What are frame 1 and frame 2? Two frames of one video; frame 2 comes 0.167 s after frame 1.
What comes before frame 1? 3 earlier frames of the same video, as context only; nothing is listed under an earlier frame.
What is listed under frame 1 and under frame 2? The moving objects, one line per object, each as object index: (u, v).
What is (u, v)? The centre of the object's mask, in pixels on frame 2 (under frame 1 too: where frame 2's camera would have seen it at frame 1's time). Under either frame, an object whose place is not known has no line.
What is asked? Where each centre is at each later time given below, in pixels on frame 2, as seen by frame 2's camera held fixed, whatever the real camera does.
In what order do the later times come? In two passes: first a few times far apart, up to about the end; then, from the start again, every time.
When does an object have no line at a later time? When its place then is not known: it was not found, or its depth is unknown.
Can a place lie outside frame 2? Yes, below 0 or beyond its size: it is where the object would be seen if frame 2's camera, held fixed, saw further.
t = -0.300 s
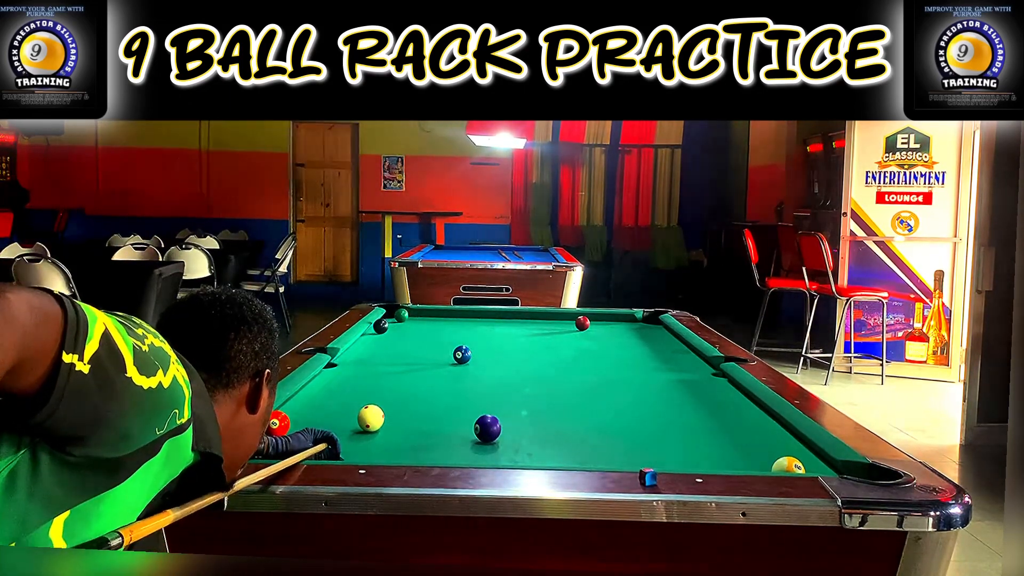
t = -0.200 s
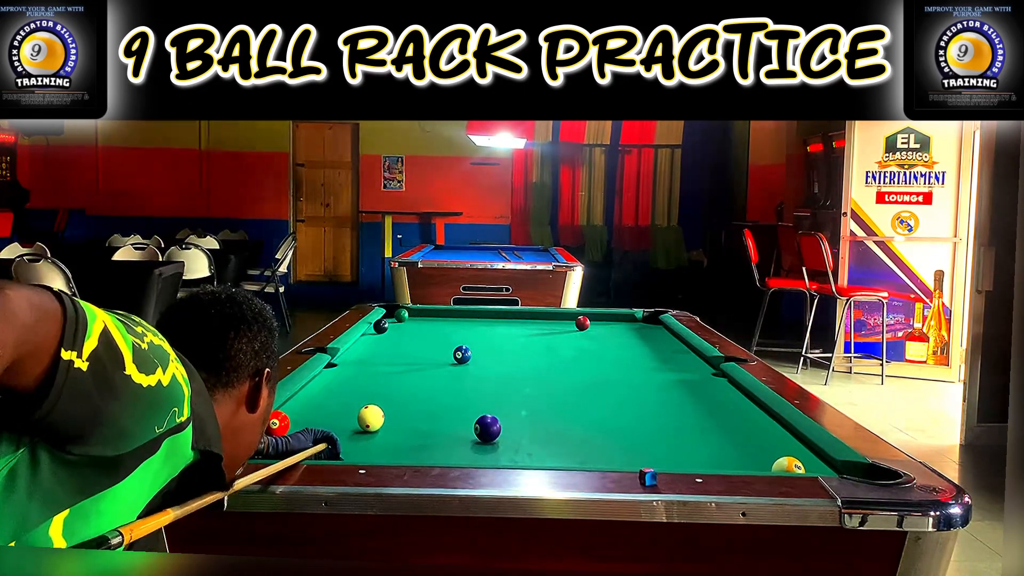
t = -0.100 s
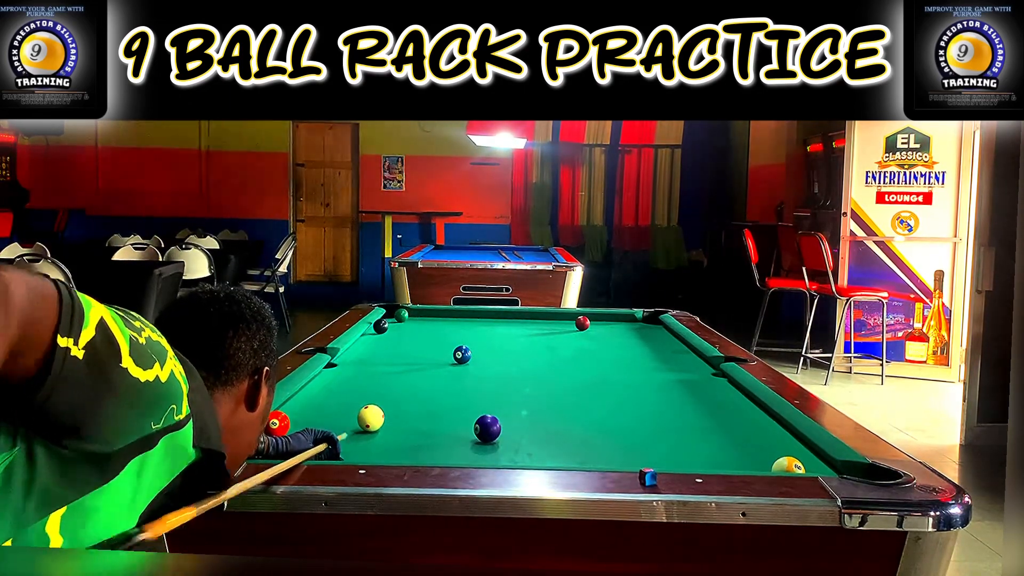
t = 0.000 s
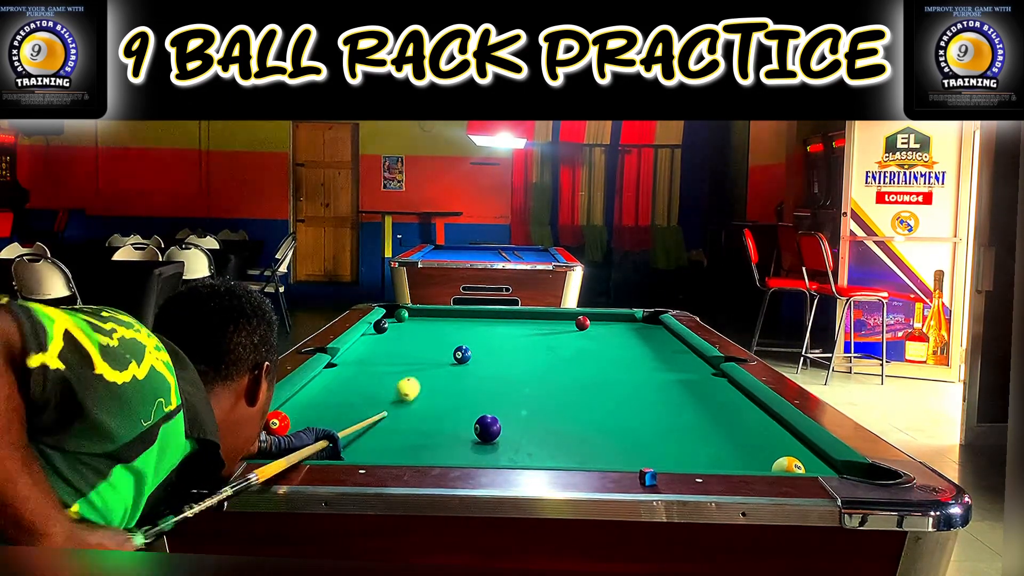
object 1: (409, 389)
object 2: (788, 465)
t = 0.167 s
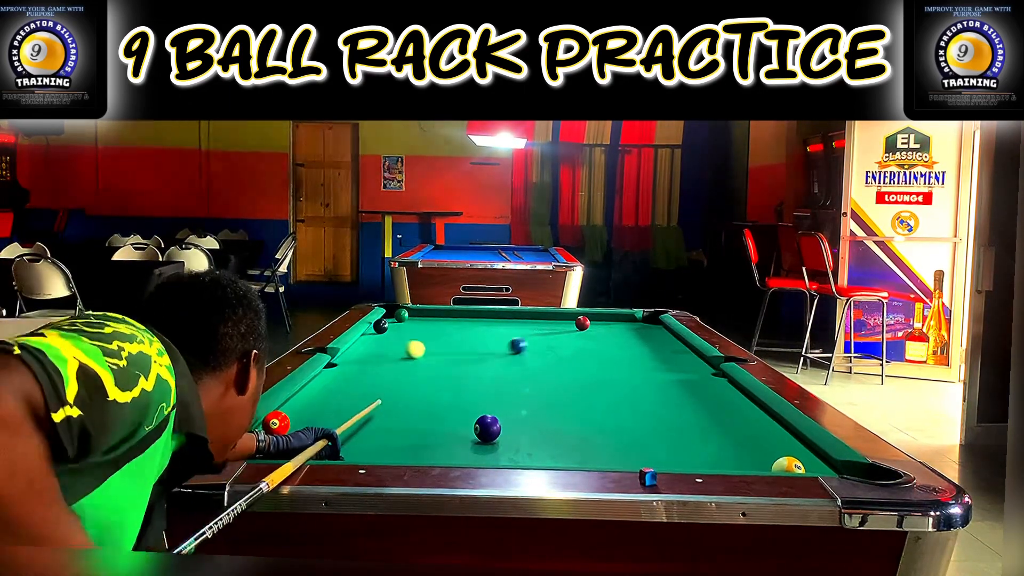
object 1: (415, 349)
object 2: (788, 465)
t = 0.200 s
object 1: (400, 346)
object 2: (788, 465)
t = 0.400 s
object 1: (390, 338)
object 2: (788, 465)
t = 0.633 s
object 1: (440, 336)
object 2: (788, 465)
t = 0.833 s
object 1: (479, 334)
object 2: (788, 465)
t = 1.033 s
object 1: (516, 332)
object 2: (788, 465)
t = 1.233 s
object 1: (551, 331)
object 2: (788, 465)
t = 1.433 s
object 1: (584, 329)
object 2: (788, 465)
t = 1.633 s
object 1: (614, 328)
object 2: (788, 465)
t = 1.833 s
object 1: (644, 326)
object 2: (788, 465)
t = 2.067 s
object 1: (651, 325)
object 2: (788, 465)
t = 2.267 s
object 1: (637, 324)
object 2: (788, 465)
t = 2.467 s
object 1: (624, 324)
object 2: (788, 465)
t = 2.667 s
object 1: (613, 323)
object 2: (788, 465)
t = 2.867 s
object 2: (788, 465)
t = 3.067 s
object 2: (788, 465)
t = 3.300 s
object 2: (788, 465)
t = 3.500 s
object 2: (788, 465)
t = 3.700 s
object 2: (784, 464)
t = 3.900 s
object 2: (778, 461)
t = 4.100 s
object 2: (772, 459)
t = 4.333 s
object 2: (767, 456)
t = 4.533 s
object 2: (762, 451)
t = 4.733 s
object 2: (758, 449)
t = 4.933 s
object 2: (755, 447)
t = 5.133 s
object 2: (751, 445)
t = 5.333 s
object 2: (749, 444)
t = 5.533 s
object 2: (749, 443)
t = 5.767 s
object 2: (749, 442)
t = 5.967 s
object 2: (749, 442)
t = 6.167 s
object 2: (749, 442)
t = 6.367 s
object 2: (749, 442)
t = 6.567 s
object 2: (749, 442)
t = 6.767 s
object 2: (749, 442)
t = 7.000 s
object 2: (749, 442)
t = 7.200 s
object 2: (749, 442)
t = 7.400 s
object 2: (749, 442)
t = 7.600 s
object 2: (749, 442)
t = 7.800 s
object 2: (749, 442)
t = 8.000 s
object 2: (749, 442)
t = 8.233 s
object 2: (749, 442)
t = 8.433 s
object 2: (749, 442)
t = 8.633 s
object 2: (749, 442)
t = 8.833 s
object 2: (749, 442)
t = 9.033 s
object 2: (749, 442)
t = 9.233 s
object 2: (749, 442)
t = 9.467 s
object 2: (749, 442)
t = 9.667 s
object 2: (749, 442)
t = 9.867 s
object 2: (749, 442)
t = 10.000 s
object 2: (749, 442)
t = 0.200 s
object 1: (400, 346)
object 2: (788, 465)
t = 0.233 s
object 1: (386, 344)
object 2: (788, 465)
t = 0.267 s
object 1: (372, 341)
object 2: (788, 465)
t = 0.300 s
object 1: (366, 340)
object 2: (788, 465)
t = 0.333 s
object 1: (375, 339)
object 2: (788, 465)
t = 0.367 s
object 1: (383, 338)
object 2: (788, 465)
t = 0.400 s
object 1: (390, 338)
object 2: (788, 465)
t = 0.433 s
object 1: (398, 338)
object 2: (788, 465)
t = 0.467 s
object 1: (405, 338)
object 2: (788, 465)
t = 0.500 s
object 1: (412, 337)
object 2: (788, 465)
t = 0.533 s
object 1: (419, 337)
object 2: (788, 465)
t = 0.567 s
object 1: (426, 337)
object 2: (788, 465)
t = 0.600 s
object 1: (433, 336)
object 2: (788, 465)
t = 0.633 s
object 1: (440, 336)
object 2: (788, 465)
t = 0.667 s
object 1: (447, 335)
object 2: (788, 465)
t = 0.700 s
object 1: (454, 335)
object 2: (788, 465)
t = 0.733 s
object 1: (460, 335)
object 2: (788, 465)
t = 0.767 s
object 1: (467, 334)
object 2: (788, 465)
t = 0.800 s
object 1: (473, 334)
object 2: (788, 465)
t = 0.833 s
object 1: (479, 334)
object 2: (788, 465)
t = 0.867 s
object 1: (486, 334)
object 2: (788, 465)
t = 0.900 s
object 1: (492, 333)
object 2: (788, 465)
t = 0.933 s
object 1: (498, 333)
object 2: (788, 465)
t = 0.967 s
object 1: (504, 333)
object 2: (788, 465)
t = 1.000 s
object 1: (510, 333)
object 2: (788, 465)
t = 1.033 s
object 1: (516, 332)
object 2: (788, 465)
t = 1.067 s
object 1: (522, 332)
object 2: (788, 465)
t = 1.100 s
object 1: (528, 332)
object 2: (788, 465)
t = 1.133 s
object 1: (534, 332)
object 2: (788, 465)
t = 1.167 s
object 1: (540, 331)
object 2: (788, 465)
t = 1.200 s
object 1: (545, 331)
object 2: (788, 465)
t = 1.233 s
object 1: (551, 331)
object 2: (788, 465)
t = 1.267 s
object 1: (557, 331)
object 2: (788, 465)
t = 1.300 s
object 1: (562, 330)
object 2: (788, 465)
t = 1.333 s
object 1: (568, 330)
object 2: (788, 465)
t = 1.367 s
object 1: (573, 330)
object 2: (788, 465)
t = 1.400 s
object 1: (578, 330)
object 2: (788, 465)
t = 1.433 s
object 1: (584, 329)
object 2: (788, 465)
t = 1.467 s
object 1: (589, 329)
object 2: (788, 465)
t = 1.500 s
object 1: (594, 329)
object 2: (788, 465)
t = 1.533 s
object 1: (599, 329)
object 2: (788, 465)
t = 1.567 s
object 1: (604, 328)
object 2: (788, 465)
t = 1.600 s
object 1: (609, 328)
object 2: (788, 465)
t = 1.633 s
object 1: (614, 328)
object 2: (788, 465)
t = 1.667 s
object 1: (619, 328)
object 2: (788, 465)
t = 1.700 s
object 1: (624, 327)
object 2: (788, 465)
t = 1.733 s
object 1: (629, 327)
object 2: (788, 465)
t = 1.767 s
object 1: (634, 327)
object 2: (788, 465)
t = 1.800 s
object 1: (639, 327)
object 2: (788, 465)
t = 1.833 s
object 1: (644, 326)
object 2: (788, 465)
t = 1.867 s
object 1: (648, 326)
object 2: (788, 465)
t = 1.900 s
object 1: (652, 326)
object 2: (788, 465)
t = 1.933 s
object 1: (657, 326)
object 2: (788, 465)
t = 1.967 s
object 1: (658, 326)
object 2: (788, 465)
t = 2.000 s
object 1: (656, 325)
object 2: (788, 465)
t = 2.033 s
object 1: (653, 325)
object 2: (788, 465)
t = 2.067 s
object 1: (651, 325)
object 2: (788, 465)
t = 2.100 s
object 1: (648, 325)
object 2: (788, 465)
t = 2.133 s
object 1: (646, 325)
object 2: (788, 465)
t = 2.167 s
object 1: (644, 325)
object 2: (788, 465)
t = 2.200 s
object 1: (641, 325)
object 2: (788, 465)
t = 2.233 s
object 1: (639, 324)
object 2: (788, 465)
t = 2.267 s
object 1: (637, 324)
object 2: (788, 465)
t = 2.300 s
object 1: (635, 324)
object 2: (788, 465)
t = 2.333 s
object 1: (633, 324)
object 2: (788, 465)
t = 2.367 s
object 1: (631, 324)
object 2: (788, 465)
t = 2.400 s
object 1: (628, 324)
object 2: (788, 465)
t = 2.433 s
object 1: (626, 324)
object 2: (788, 465)
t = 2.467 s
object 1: (624, 324)
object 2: (788, 465)
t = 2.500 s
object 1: (622, 324)
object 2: (788, 465)
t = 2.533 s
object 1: (620, 323)
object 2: (788, 465)
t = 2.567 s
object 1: (618, 323)
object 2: (788, 465)
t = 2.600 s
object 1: (616, 323)
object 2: (788, 465)
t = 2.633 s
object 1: (615, 323)
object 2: (788, 465)
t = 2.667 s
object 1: (613, 323)
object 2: (788, 465)
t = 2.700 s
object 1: (611, 323)
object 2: (788, 465)
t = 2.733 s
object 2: (788, 465)
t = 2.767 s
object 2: (788, 465)
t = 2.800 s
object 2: (788, 465)
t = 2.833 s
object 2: (788, 465)
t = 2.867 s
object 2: (788, 465)
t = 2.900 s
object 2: (788, 465)
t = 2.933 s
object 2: (788, 465)
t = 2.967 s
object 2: (788, 465)
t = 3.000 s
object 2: (788, 465)
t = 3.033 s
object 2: (788, 465)
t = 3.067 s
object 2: (788, 465)
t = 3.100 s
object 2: (788, 465)
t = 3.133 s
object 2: (788, 465)
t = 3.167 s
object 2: (788, 465)
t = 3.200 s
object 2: (788, 465)
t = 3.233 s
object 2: (788, 465)
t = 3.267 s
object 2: (788, 465)
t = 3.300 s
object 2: (788, 465)
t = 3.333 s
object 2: (788, 465)
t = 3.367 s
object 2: (788, 465)
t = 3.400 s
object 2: (788, 465)
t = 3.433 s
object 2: (789, 465)
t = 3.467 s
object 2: (788, 465)
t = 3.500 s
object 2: (788, 465)
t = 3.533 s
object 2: (789, 467)
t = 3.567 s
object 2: (788, 466)
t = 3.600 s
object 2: (787, 466)
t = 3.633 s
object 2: (786, 465)
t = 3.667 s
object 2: (785, 465)
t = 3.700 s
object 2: (784, 464)
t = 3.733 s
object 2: (783, 463)
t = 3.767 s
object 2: (781, 463)
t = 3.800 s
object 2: (780, 462)
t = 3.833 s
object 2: (780, 462)
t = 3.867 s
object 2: (779, 462)
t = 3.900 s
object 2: (778, 461)
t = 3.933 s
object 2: (777, 461)
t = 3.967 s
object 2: (776, 460)
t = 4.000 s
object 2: (775, 460)
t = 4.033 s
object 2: (774, 459)
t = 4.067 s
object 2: (773, 459)
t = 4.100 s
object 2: (772, 459)
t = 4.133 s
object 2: (771, 458)
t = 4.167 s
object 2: (771, 458)
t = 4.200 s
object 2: (770, 457)
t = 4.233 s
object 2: (769, 457)
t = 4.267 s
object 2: (768, 456)
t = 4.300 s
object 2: (768, 456)
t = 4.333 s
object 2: (767, 456)
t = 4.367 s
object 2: (766, 455)
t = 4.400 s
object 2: (766, 455)
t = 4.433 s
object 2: (765, 455)
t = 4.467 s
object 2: (763, 452)
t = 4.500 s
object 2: (763, 452)
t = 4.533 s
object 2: (762, 451)
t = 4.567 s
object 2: (762, 451)
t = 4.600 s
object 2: (761, 450)
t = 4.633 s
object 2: (760, 450)
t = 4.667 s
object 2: (760, 450)
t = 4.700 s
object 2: (759, 449)
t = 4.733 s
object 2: (758, 449)
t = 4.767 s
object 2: (758, 448)
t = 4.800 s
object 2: (757, 448)
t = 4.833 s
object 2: (756, 447)
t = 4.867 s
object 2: (756, 447)
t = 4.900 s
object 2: (755, 447)
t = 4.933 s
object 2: (755, 447)
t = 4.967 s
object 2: (754, 446)
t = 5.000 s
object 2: (753, 446)
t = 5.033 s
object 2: (753, 445)
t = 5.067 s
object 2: (752, 445)
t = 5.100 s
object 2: (752, 445)
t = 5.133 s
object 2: (751, 445)
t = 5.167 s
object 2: (751, 444)
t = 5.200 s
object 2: (750, 444)
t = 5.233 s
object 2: (750, 444)
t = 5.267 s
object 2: (750, 444)
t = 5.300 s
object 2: (750, 444)
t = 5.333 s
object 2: (749, 444)
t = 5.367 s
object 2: (749, 443)
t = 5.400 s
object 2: (749, 443)
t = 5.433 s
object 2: (749, 443)
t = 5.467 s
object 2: (749, 443)
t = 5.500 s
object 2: (749, 443)
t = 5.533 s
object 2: (749, 443)
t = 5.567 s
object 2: (749, 443)
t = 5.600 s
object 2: (749, 442)
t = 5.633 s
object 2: (749, 442)
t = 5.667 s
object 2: (749, 443)
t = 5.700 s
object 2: (749, 442)
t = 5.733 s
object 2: (749, 442)
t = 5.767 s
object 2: (749, 442)
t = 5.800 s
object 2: (749, 442)
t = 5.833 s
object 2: (749, 442)
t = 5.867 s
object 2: (749, 442)
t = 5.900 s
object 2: (749, 442)
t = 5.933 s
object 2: (749, 442)
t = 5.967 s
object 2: (749, 442)
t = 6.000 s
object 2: (749, 442)
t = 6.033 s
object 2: (749, 442)
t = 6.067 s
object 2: (749, 442)
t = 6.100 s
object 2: (749, 442)
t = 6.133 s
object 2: (749, 442)
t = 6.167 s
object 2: (749, 442)
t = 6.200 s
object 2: (749, 442)
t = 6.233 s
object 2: (749, 442)
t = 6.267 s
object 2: (749, 442)
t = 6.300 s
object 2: (749, 442)
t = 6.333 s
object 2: (749, 442)
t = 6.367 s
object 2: (749, 442)
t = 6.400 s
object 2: (749, 442)
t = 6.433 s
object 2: (749, 442)
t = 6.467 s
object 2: (749, 442)
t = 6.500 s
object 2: (749, 442)
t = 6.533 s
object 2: (749, 442)
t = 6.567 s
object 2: (749, 442)
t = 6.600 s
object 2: (749, 442)
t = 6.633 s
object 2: (749, 442)
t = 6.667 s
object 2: (749, 442)
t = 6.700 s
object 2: (749, 442)
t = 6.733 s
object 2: (749, 442)
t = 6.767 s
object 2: (749, 442)
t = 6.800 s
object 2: (749, 442)
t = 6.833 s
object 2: (749, 442)
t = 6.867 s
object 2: (749, 442)
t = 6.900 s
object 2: (749, 442)
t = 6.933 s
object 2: (749, 442)
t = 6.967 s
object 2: (749, 442)
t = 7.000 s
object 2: (749, 442)
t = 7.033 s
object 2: (749, 442)
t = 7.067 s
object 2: (749, 442)
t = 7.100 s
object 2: (749, 442)
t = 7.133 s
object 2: (749, 442)
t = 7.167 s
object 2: (749, 442)
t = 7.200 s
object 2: (749, 442)
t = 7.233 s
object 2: (749, 442)
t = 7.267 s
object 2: (749, 442)
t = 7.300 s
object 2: (749, 442)
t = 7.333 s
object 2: (749, 442)
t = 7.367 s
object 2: (749, 442)
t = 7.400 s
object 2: (749, 442)
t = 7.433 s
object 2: (749, 442)
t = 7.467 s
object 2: (749, 442)
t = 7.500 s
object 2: (749, 442)
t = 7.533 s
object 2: (749, 442)
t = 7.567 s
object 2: (749, 442)
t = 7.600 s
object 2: (749, 442)
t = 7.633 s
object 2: (749, 442)
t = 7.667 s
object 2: (749, 442)
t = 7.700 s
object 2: (749, 442)
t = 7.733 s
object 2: (749, 442)
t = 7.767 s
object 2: (749, 442)
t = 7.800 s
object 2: (749, 442)
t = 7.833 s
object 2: (749, 442)
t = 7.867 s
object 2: (749, 442)
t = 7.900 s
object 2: (749, 442)
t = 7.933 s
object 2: (749, 442)
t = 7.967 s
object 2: (749, 442)
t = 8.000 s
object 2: (749, 442)
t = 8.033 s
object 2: (749, 442)
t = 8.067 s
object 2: (749, 442)
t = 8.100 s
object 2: (749, 442)
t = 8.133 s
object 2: (749, 442)
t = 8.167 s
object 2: (749, 442)
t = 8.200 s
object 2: (749, 442)
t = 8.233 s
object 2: (749, 442)
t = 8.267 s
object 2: (749, 442)
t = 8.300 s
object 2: (749, 442)
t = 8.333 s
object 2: (749, 442)
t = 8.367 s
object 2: (749, 442)
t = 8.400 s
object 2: (749, 442)
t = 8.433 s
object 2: (749, 442)
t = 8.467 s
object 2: (749, 442)
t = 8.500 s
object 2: (749, 442)
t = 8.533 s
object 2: (749, 442)
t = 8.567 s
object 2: (749, 442)
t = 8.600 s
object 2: (749, 442)
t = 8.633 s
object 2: (749, 442)
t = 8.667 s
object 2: (749, 442)
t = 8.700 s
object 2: (749, 442)
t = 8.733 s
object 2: (749, 442)
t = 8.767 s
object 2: (749, 442)
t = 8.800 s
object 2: (749, 442)
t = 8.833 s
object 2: (749, 442)
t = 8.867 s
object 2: (749, 442)
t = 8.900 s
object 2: (749, 442)
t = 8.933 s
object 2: (749, 442)
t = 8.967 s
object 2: (749, 442)
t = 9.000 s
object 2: (749, 442)
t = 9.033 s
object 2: (749, 442)
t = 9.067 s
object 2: (749, 442)
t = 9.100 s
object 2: (749, 442)
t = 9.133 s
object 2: (749, 442)
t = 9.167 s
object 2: (749, 442)
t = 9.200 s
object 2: (749, 442)
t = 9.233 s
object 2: (749, 442)
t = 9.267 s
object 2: (749, 442)
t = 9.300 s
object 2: (749, 442)
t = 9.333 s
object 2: (749, 442)
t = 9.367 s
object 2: (749, 442)
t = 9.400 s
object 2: (749, 442)
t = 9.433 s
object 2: (749, 442)
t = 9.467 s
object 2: (749, 442)
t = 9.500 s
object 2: (749, 442)
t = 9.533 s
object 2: (749, 442)
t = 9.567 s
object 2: (749, 442)
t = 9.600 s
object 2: (749, 442)
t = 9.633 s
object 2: (749, 442)
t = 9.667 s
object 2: (749, 442)
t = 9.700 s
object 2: (749, 442)
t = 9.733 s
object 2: (749, 442)
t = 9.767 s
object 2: (749, 442)
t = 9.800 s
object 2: (749, 442)
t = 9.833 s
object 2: (749, 442)
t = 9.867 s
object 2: (749, 442)
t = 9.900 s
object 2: (749, 442)
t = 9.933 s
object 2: (749, 442)
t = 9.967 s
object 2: (749, 442)
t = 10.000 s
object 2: (749, 442)
